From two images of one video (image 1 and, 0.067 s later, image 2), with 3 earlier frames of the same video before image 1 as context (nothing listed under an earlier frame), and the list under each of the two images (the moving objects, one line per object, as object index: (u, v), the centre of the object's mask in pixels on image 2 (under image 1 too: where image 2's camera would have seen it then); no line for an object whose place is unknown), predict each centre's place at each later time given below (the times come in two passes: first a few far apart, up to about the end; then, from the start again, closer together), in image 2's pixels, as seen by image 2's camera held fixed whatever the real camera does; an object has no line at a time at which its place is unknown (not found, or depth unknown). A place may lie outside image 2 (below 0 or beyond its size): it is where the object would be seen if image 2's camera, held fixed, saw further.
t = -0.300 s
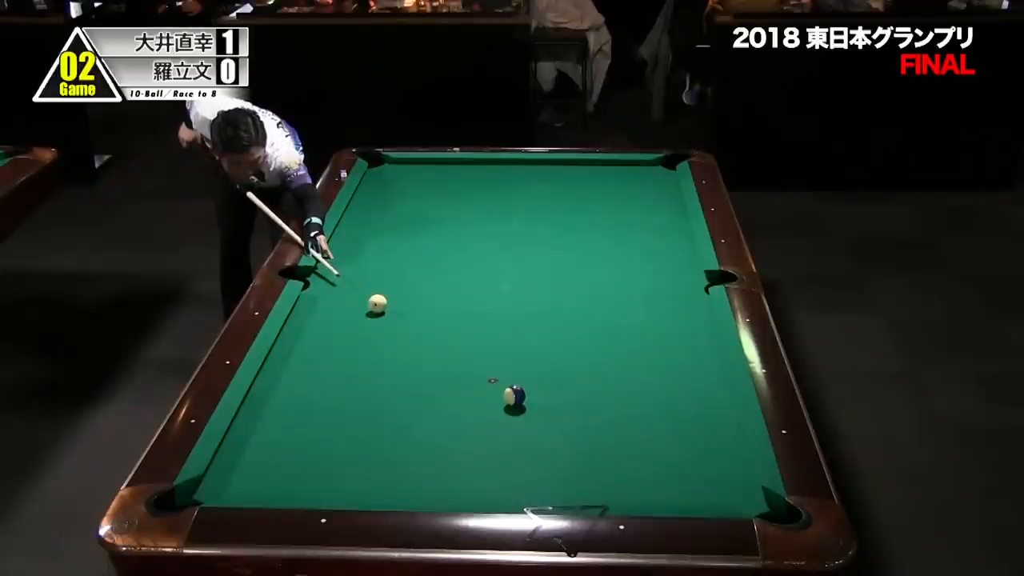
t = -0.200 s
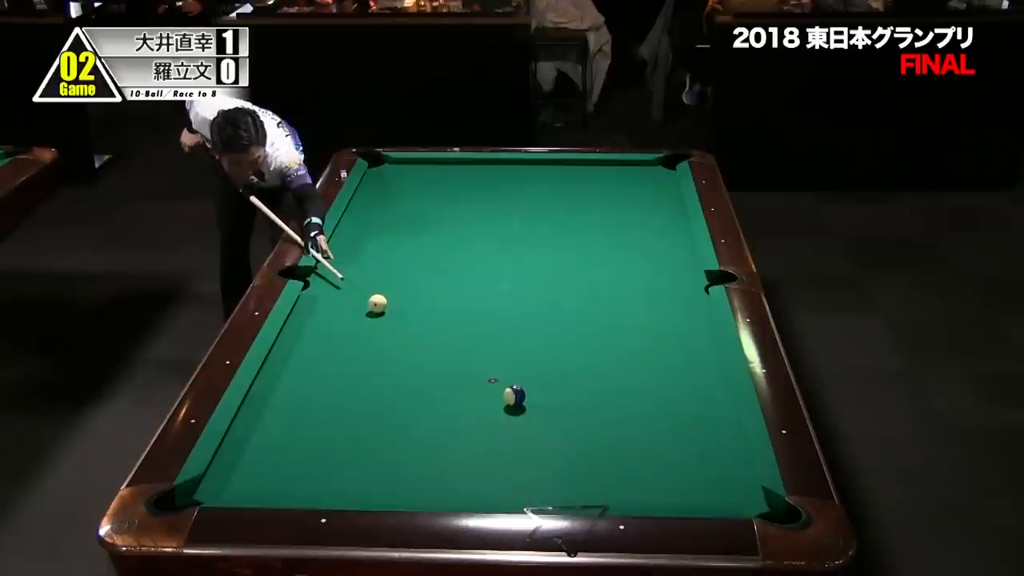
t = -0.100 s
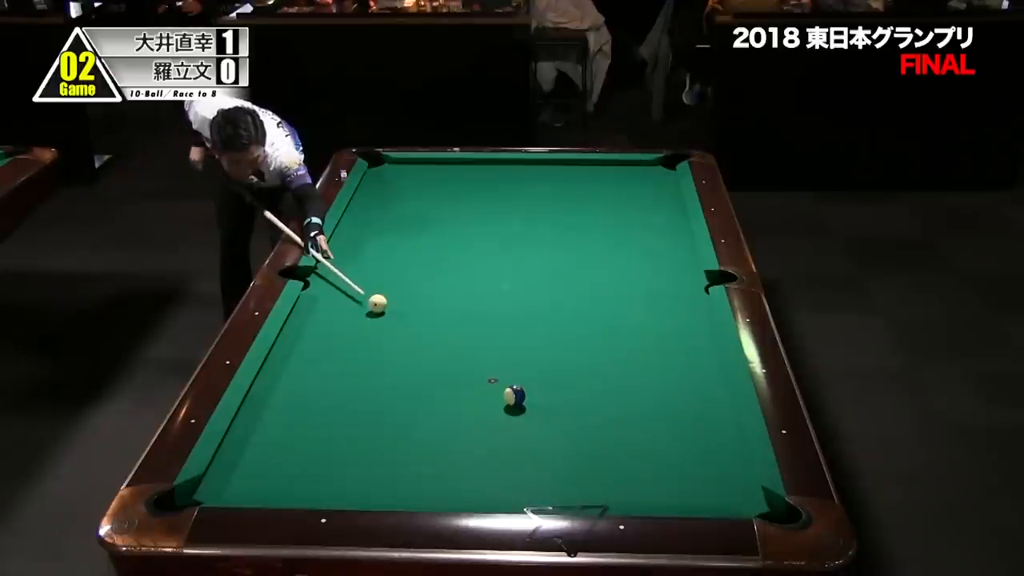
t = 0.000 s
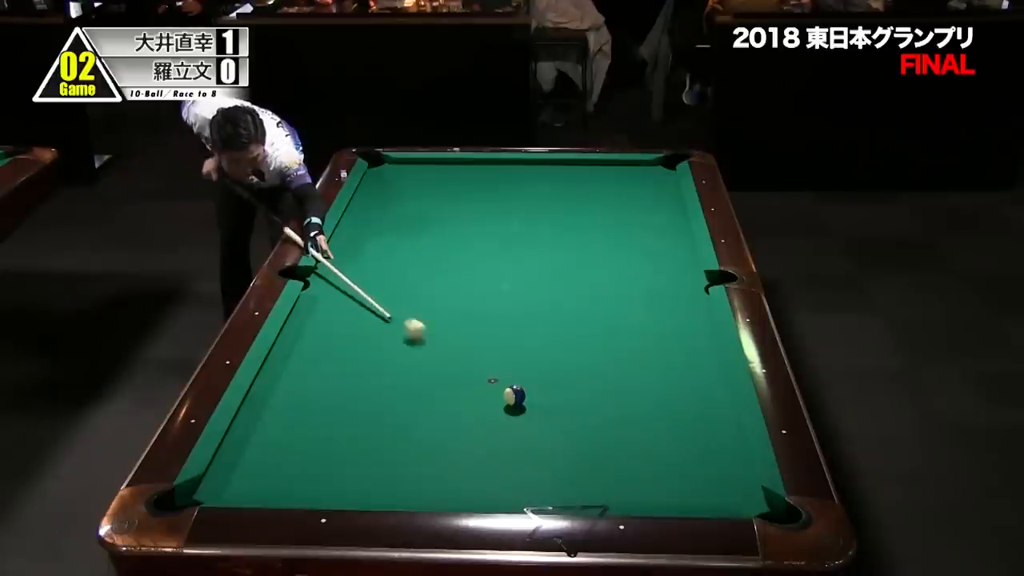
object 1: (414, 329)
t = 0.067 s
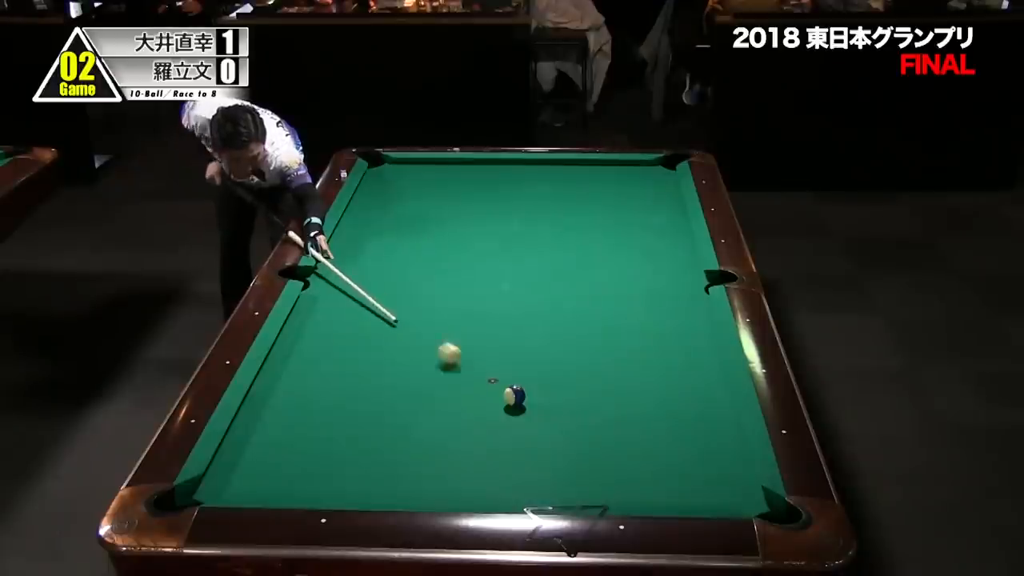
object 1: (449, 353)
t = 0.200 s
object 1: (493, 391)
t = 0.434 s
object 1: (475, 411)
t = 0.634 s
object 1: (459, 428)
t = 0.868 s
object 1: (440, 447)
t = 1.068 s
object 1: (423, 464)
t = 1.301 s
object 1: (404, 484)
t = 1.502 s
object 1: (390, 490)
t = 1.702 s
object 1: (380, 483)
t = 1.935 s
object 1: (370, 472)
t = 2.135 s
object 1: (362, 463)
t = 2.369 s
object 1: (353, 454)
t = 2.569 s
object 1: (349, 447)
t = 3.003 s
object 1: (334, 435)
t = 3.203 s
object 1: (330, 431)
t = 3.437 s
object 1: (325, 427)
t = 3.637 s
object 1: (321, 423)
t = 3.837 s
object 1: (319, 421)
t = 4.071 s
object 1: (316, 418)
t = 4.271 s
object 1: (314, 417)
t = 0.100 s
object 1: (467, 366)
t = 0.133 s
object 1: (485, 379)
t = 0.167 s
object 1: (497, 388)
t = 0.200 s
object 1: (493, 391)
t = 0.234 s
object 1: (491, 394)
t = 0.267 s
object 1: (488, 397)
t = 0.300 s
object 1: (485, 400)
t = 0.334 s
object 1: (482, 402)
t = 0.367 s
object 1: (480, 405)
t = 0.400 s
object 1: (477, 408)
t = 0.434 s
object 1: (475, 411)
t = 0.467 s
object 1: (472, 414)
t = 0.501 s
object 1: (469, 416)
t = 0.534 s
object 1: (467, 419)
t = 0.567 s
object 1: (464, 422)
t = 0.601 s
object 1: (462, 425)
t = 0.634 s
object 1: (459, 428)
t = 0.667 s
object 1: (456, 430)
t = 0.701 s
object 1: (453, 433)
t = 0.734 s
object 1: (451, 436)
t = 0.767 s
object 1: (448, 439)
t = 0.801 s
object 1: (445, 442)
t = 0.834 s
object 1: (443, 444)
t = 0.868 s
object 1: (440, 447)
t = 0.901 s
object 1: (437, 450)
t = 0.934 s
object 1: (434, 453)
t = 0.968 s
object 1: (432, 456)
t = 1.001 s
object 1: (429, 459)
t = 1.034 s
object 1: (426, 461)
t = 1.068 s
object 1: (423, 464)
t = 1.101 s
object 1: (421, 467)
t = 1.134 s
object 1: (418, 470)
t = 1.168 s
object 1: (415, 473)
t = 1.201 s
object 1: (413, 476)
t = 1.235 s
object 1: (410, 478)
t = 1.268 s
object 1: (407, 481)
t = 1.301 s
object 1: (404, 484)
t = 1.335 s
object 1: (402, 487)
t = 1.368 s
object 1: (399, 489)
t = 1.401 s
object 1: (396, 490)
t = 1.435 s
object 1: (393, 492)
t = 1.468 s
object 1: (391, 491)
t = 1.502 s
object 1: (390, 490)
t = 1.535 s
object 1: (388, 489)
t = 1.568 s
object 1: (387, 488)
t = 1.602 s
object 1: (386, 487)
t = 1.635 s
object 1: (384, 486)
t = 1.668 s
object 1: (382, 485)
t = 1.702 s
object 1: (380, 483)
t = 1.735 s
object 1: (378, 481)
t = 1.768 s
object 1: (377, 479)
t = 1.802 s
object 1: (375, 478)
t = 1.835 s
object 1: (374, 476)
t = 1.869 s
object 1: (373, 474)
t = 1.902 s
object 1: (372, 473)
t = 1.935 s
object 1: (370, 472)
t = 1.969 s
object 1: (368, 470)
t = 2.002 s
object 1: (367, 468)
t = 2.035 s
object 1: (366, 467)
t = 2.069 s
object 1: (365, 466)
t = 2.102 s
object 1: (363, 464)
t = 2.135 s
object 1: (362, 463)
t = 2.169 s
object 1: (361, 462)
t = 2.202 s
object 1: (359, 460)
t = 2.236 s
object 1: (358, 459)
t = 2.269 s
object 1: (357, 458)
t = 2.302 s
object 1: (356, 457)
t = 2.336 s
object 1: (355, 455)
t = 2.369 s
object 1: (353, 454)
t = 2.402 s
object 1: (353, 453)
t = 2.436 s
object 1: (351, 451)
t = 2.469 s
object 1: (350, 450)
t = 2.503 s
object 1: (350, 449)
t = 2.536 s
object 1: (349, 448)
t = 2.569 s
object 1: (349, 447)
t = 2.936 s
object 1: (332, 436)
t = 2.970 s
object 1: (336, 436)
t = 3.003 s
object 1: (334, 435)
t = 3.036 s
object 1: (334, 434)
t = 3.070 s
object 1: (333, 434)
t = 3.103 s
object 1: (332, 433)
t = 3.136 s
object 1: (331, 432)
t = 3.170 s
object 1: (331, 431)
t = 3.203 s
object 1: (330, 431)
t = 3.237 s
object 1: (329, 430)
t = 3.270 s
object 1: (328, 429)
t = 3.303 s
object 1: (327, 429)
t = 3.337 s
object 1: (327, 428)
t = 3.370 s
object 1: (326, 428)
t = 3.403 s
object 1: (325, 427)
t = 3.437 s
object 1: (325, 427)
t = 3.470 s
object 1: (324, 426)
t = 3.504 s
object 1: (324, 425)
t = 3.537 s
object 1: (323, 425)
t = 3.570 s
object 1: (323, 424)
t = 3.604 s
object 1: (322, 424)
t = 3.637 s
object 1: (321, 423)
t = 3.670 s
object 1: (321, 423)
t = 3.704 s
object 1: (320, 422)
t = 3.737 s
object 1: (320, 422)
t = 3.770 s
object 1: (320, 421)
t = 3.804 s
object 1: (319, 421)
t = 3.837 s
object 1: (319, 421)
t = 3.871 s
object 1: (318, 420)
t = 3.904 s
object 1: (318, 420)
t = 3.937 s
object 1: (317, 419)
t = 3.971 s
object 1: (317, 419)
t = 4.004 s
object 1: (317, 419)
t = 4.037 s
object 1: (316, 419)
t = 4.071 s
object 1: (316, 418)
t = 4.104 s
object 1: (316, 418)
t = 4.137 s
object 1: (316, 418)
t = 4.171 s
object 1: (315, 418)
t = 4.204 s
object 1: (315, 417)
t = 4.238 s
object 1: (315, 417)
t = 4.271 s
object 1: (314, 417)
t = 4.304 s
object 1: (314, 417)
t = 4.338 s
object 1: (314, 417)
